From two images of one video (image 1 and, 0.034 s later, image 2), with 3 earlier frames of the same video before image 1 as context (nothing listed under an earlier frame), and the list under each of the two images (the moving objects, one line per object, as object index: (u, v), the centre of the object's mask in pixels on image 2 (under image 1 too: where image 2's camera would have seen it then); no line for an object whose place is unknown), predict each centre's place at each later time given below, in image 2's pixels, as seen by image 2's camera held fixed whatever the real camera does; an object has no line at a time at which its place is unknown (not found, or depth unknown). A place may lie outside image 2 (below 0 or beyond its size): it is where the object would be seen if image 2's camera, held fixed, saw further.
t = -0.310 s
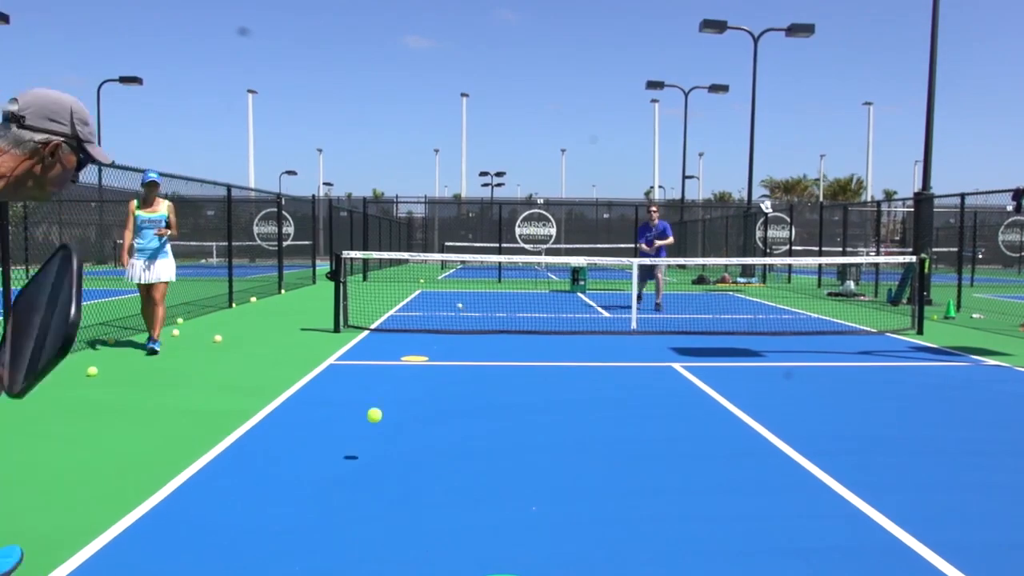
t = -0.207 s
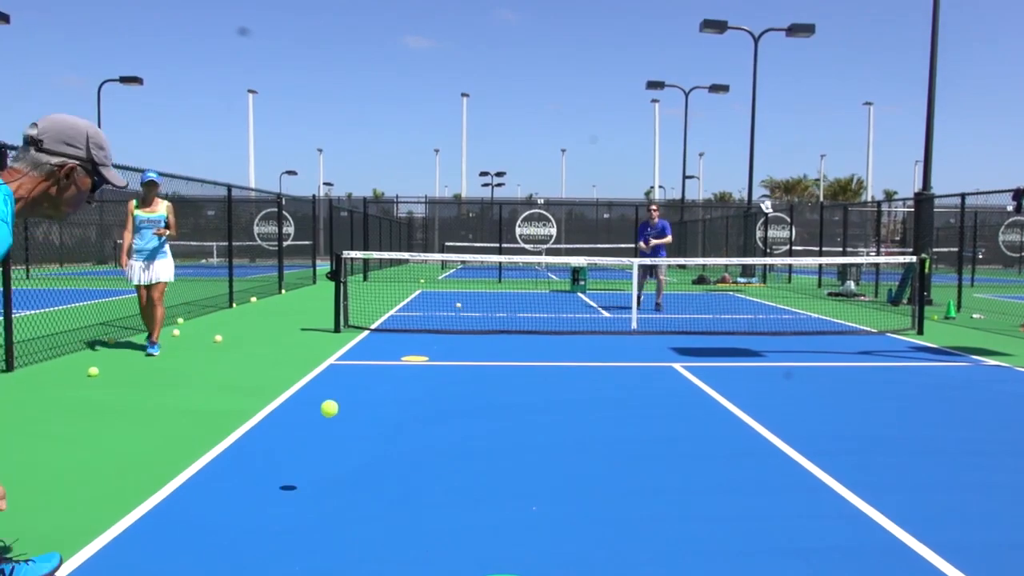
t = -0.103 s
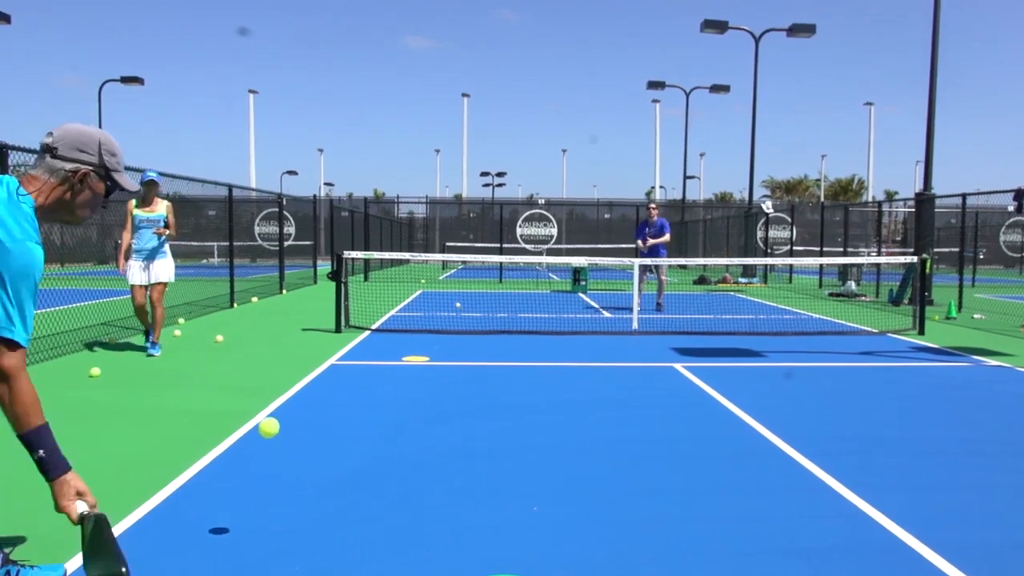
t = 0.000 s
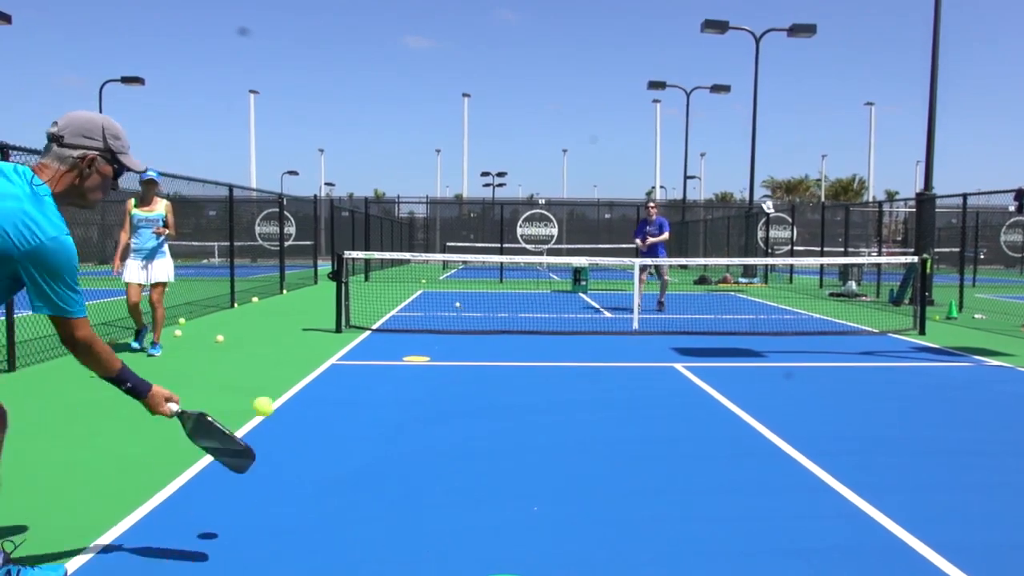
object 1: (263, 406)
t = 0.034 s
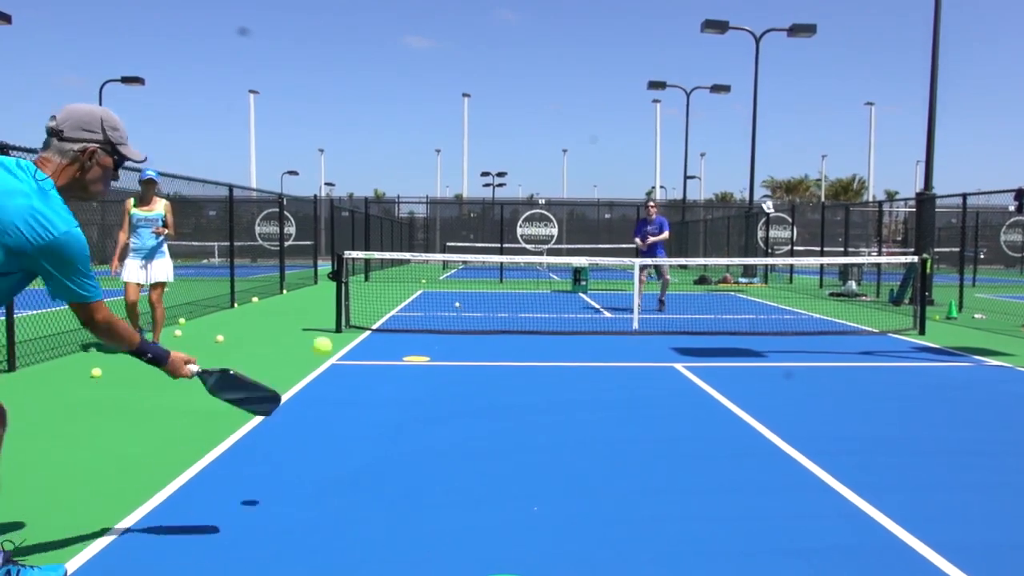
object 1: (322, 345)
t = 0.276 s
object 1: (544, 166)
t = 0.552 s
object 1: (644, 152)
